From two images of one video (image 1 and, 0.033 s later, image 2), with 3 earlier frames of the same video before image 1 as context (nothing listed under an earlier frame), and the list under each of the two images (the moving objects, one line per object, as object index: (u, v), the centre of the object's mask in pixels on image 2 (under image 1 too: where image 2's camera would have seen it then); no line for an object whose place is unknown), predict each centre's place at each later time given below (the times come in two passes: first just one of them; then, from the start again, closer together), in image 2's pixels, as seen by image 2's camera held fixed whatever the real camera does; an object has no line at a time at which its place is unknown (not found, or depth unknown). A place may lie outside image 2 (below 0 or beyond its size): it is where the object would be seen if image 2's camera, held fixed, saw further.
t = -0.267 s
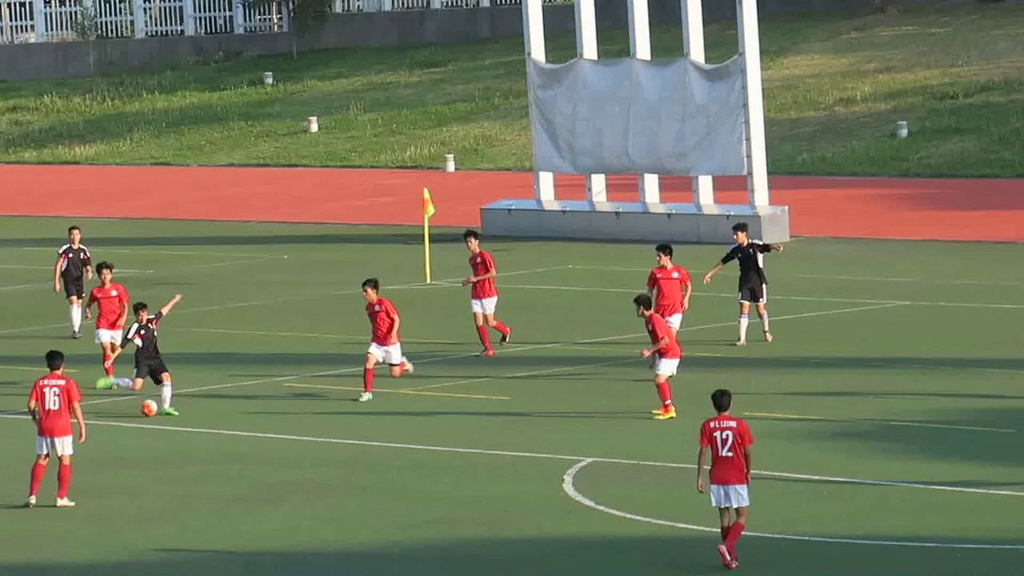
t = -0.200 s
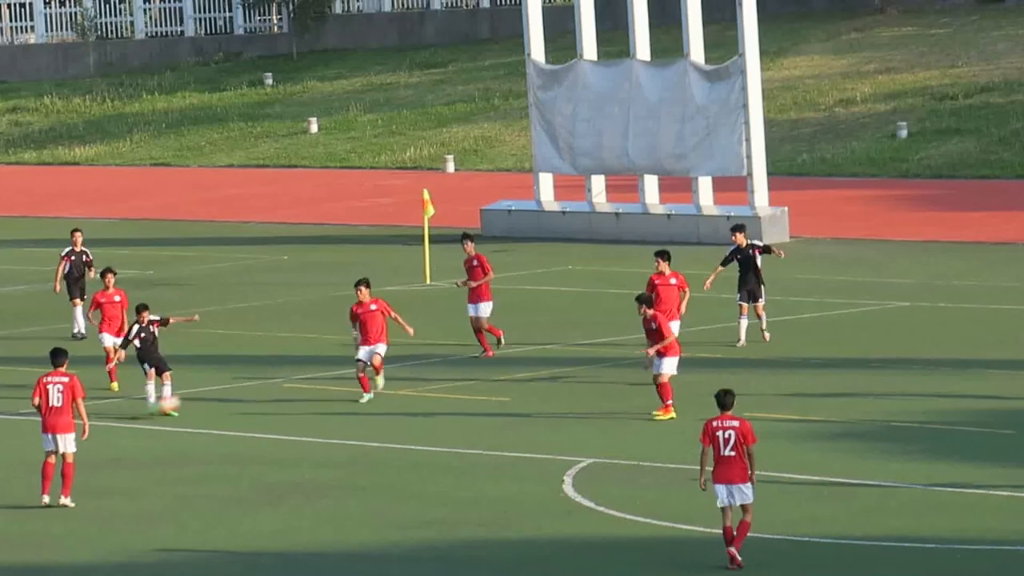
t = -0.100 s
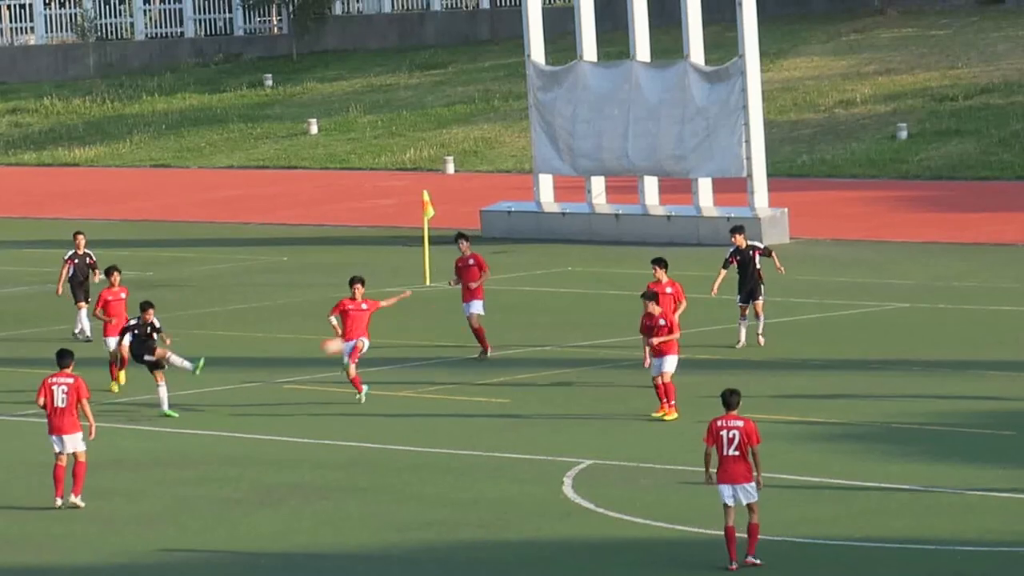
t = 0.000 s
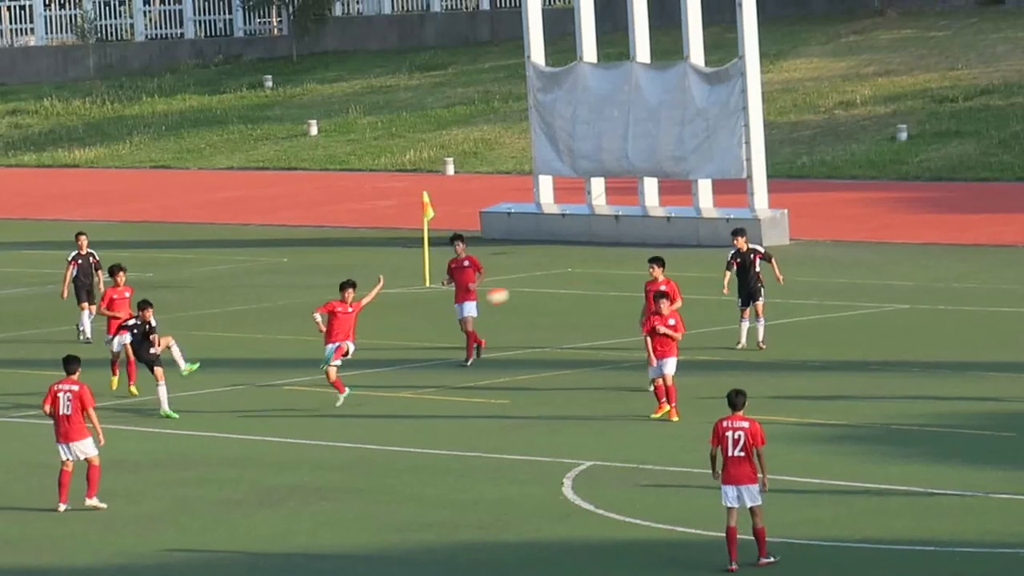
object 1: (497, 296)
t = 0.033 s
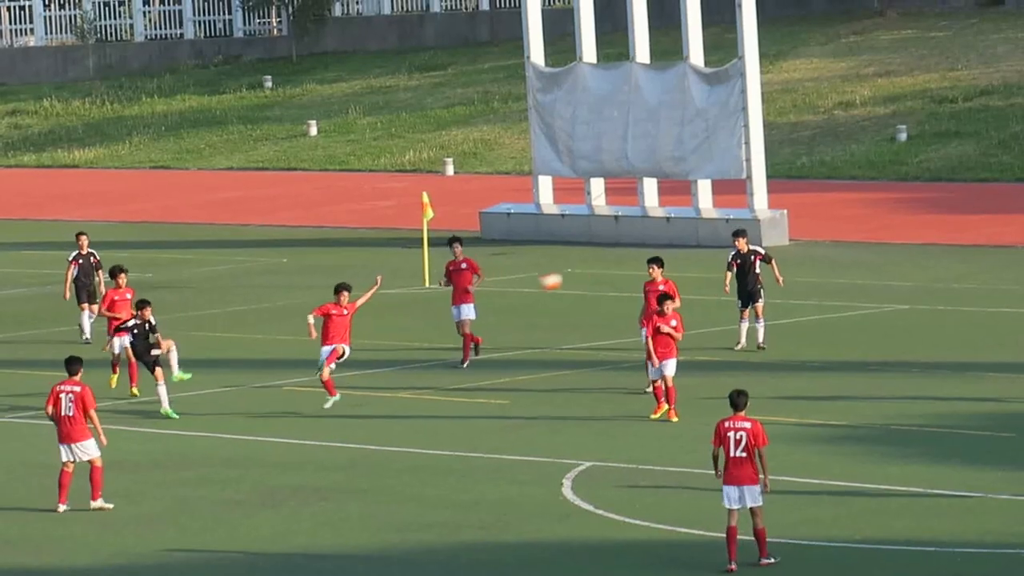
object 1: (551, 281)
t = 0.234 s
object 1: (870, 208)
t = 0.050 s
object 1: (578, 273)
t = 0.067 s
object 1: (604, 266)
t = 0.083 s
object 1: (632, 259)
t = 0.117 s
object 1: (685, 246)
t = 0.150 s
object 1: (737, 233)
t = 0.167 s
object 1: (764, 227)
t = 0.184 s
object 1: (792, 222)
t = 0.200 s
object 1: (818, 218)
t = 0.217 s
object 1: (844, 213)
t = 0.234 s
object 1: (870, 208)
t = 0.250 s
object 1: (897, 202)
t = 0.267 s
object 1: (922, 198)
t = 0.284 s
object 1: (948, 194)
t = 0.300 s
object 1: (973, 190)
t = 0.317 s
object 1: (999, 185)
